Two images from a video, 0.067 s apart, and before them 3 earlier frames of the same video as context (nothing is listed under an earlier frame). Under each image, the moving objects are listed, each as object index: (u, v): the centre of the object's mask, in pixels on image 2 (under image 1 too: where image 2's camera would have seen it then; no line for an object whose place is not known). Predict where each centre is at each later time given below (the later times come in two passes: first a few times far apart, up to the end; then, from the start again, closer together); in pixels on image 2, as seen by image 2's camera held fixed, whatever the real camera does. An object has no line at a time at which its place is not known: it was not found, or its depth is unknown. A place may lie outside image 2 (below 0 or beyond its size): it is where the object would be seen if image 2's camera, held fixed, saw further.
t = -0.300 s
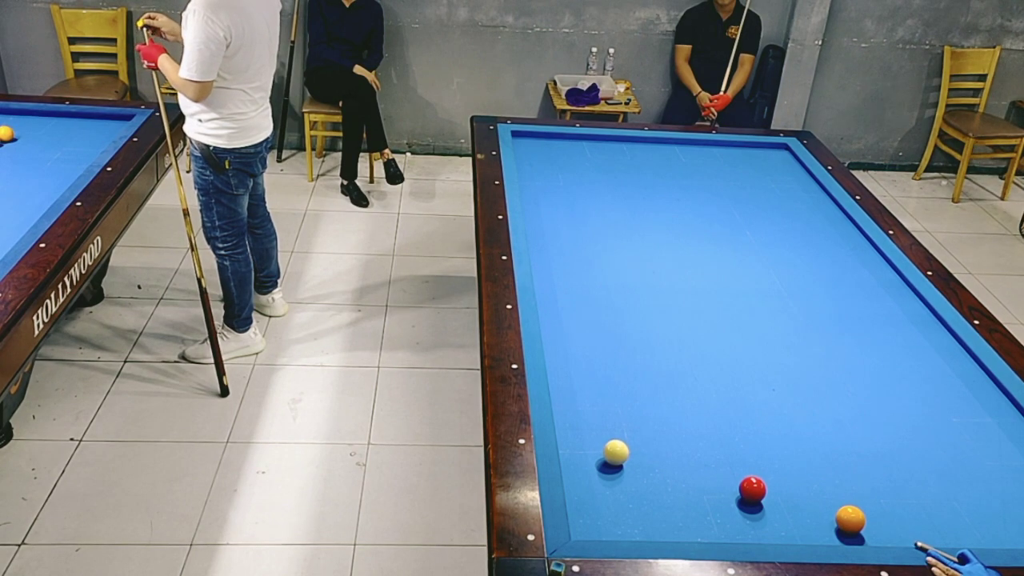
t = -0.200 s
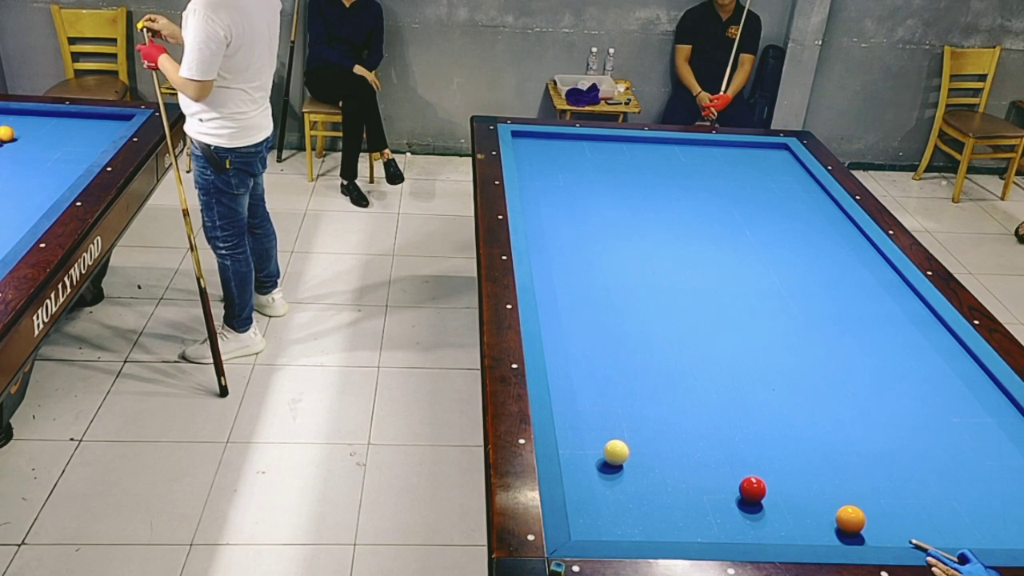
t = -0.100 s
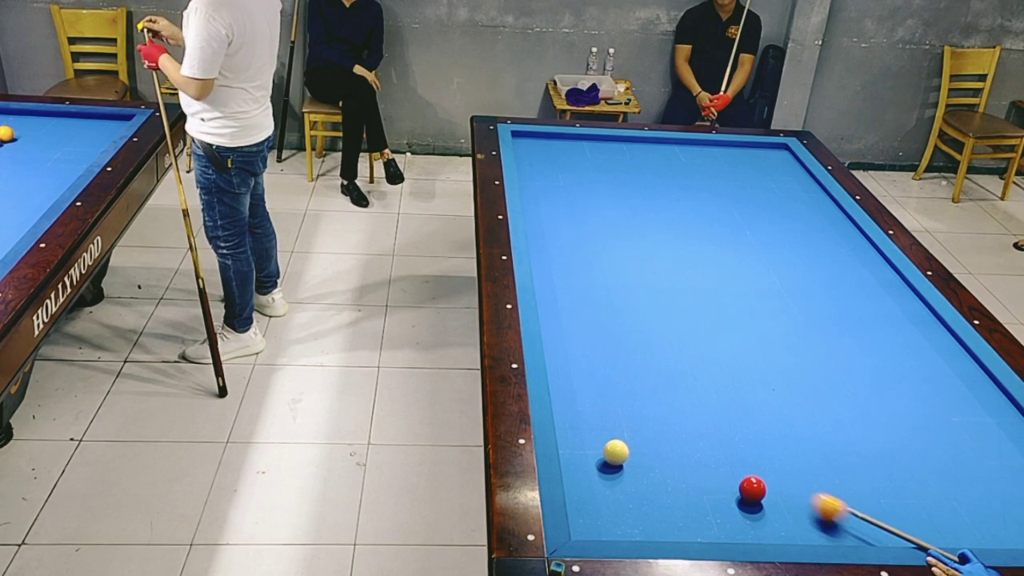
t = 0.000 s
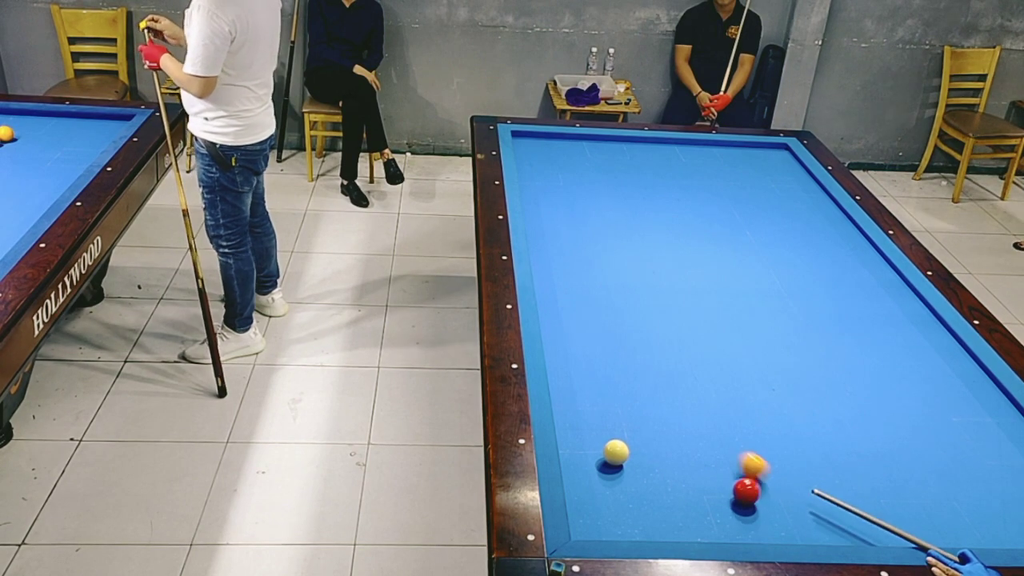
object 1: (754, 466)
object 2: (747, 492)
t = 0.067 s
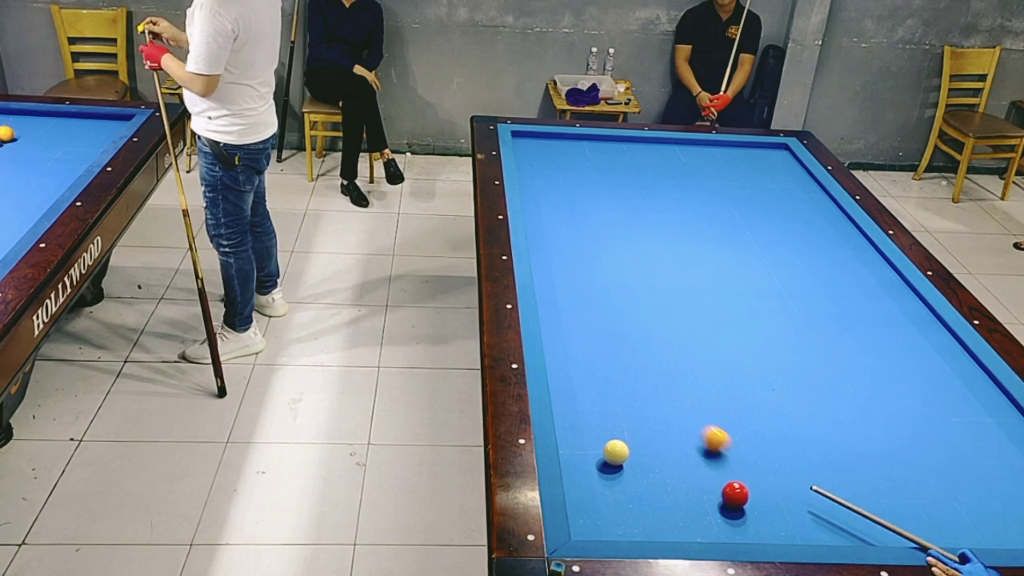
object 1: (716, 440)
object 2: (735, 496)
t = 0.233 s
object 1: (632, 380)
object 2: (712, 501)
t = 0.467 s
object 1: (554, 314)
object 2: (680, 510)
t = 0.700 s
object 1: (590, 269)
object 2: (648, 520)
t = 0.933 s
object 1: (616, 232)
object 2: (616, 528)
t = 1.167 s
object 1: (637, 200)
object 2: (586, 528)
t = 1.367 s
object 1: (653, 176)
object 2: (593, 522)
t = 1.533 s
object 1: (663, 162)
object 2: (601, 518)
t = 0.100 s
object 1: (698, 426)
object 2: (730, 496)
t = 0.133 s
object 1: (680, 414)
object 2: (726, 497)
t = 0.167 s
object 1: (664, 403)
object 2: (721, 498)
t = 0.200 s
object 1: (647, 391)
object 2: (717, 500)
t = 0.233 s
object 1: (632, 380)
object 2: (712, 501)
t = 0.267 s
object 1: (617, 370)
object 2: (708, 502)
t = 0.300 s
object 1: (602, 359)
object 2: (703, 504)
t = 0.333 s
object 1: (588, 349)
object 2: (699, 505)
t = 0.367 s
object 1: (574, 340)
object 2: (694, 506)
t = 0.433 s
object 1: (549, 321)
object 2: (685, 509)
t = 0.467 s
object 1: (554, 314)
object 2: (680, 510)
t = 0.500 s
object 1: (561, 308)
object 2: (676, 511)
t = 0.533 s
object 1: (567, 301)
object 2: (671, 513)
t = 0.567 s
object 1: (572, 294)
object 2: (667, 514)
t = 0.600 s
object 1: (577, 288)
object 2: (662, 515)
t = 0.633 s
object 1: (581, 281)
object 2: (657, 517)
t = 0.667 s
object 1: (586, 275)
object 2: (653, 518)
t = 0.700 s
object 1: (590, 269)
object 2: (648, 520)
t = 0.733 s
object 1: (594, 263)
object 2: (644, 521)
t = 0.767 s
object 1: (598, 258)
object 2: (639, 522)
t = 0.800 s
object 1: (601, 252)
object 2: (635, 523)
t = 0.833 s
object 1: (605, 247)
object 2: (630, 524)
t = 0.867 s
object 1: (609, 241)
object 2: (625, 526)
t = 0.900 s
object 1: (612, 236)
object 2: (621, 527)
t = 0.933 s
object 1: (616, 232)
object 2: (616, 528)
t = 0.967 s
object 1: (619, 227)
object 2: (612, 528)
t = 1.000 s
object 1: (622, 222)
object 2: (607, 529)
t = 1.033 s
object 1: (625, 217)
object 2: (602, 530)
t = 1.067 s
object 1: (628, 213)
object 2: (598, 529)
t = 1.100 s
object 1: (631, 208)
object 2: (594, 529)
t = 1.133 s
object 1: (635, 204)
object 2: (590, 528)
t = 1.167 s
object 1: (637, 200)
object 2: (586, 528)
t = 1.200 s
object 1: (640, 196)
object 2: (583, 527)
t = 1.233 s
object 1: (643, 192)
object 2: (585, 526)
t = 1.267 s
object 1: (646, 187)
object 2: (586, 526)
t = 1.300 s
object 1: (648, 184)
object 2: (589, 524)
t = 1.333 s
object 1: (651, 180)
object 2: (591, 523)
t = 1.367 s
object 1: (653, 176)
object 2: (593, 522)
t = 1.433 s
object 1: (658, 169)
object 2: (597, 520)
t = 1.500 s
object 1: (661, 165)
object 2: (599, 519)
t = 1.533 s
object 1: (663, 162)
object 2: (601, 518)
